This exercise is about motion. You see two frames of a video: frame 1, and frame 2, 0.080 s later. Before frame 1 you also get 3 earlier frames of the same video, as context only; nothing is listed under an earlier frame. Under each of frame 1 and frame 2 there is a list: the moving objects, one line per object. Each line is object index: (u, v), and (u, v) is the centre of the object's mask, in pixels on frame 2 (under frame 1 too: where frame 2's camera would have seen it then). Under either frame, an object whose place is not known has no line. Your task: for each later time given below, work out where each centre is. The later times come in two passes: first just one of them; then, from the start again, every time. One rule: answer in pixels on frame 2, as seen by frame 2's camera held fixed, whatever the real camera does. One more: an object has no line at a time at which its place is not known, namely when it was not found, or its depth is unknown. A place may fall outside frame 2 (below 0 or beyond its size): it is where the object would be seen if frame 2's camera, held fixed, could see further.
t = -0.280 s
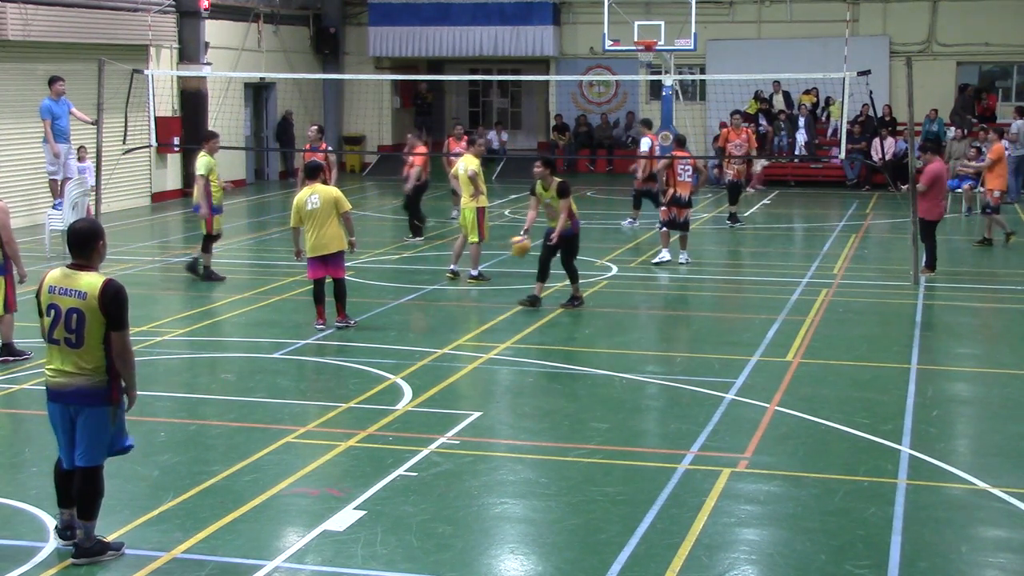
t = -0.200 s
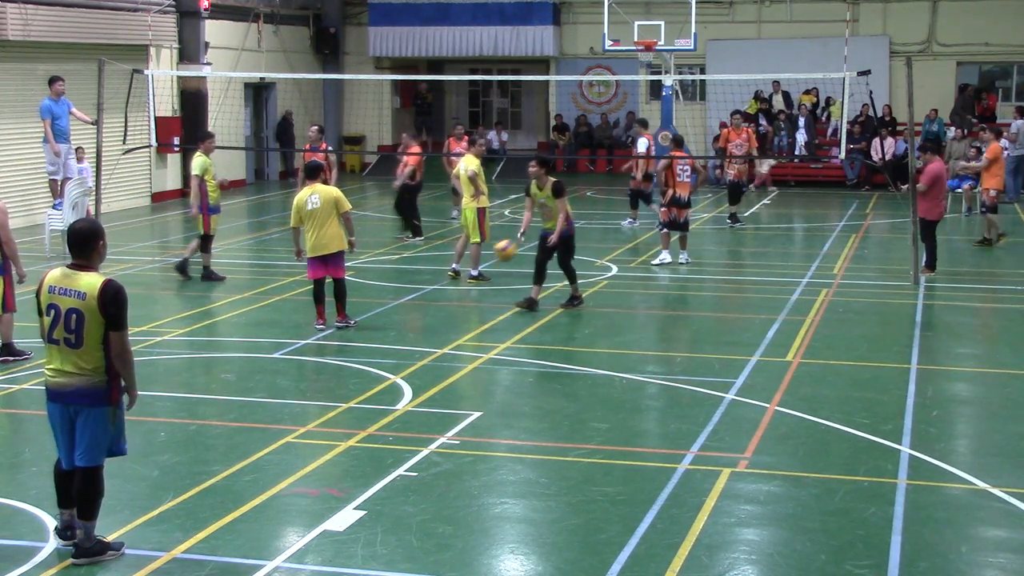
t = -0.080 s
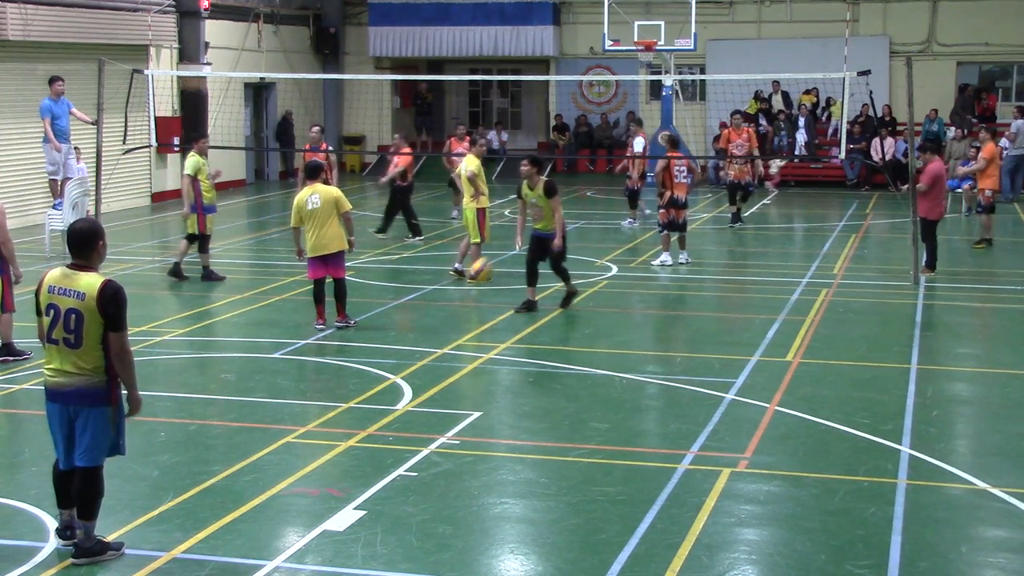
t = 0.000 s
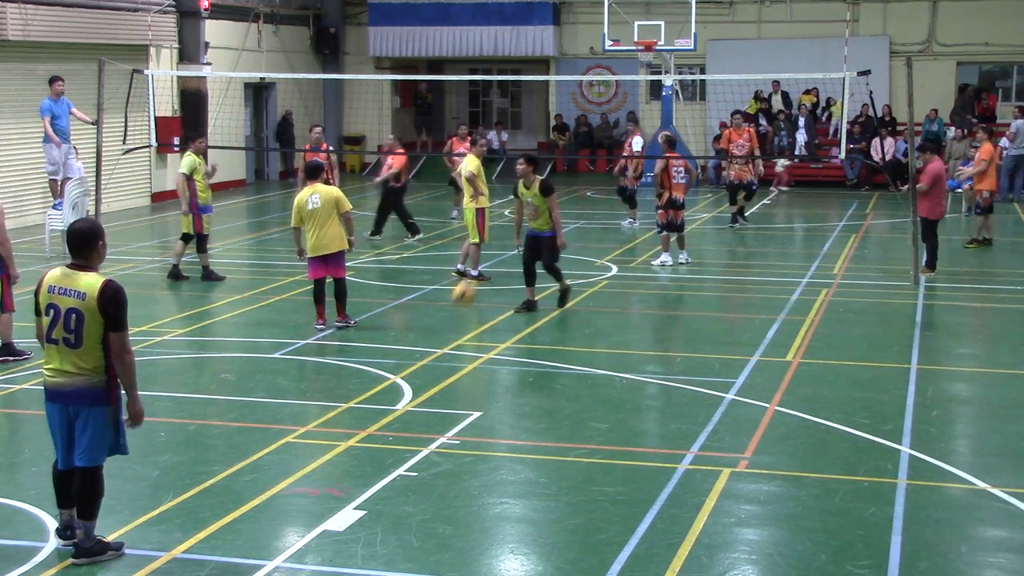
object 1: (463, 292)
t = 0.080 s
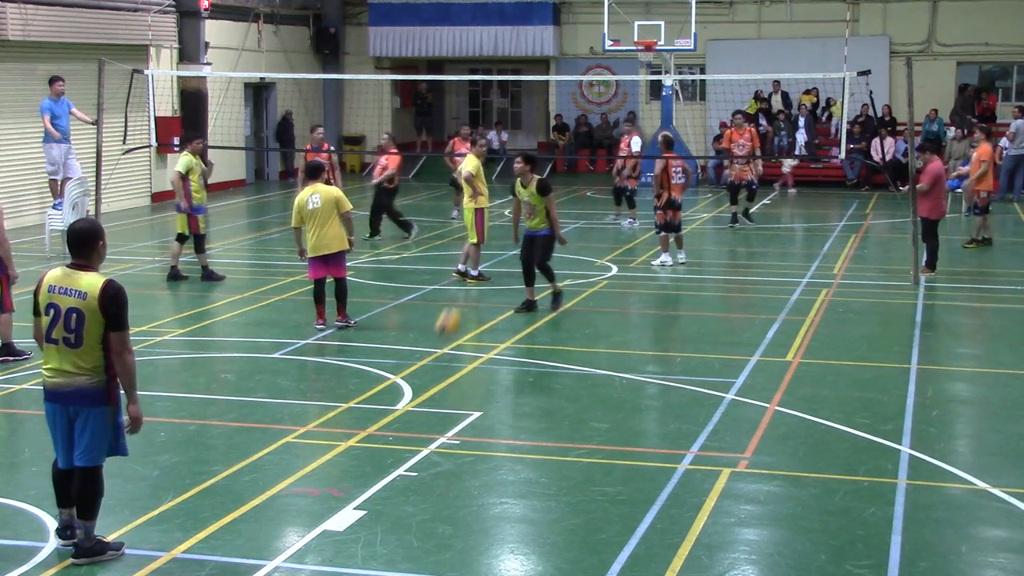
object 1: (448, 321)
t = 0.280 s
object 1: (419, 320)
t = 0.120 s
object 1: (439, 339)
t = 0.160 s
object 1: (433, 344)
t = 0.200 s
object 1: (428, 334)
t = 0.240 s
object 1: (423, 325)
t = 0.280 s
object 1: (419, 320)
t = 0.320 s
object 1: (413, 313)
